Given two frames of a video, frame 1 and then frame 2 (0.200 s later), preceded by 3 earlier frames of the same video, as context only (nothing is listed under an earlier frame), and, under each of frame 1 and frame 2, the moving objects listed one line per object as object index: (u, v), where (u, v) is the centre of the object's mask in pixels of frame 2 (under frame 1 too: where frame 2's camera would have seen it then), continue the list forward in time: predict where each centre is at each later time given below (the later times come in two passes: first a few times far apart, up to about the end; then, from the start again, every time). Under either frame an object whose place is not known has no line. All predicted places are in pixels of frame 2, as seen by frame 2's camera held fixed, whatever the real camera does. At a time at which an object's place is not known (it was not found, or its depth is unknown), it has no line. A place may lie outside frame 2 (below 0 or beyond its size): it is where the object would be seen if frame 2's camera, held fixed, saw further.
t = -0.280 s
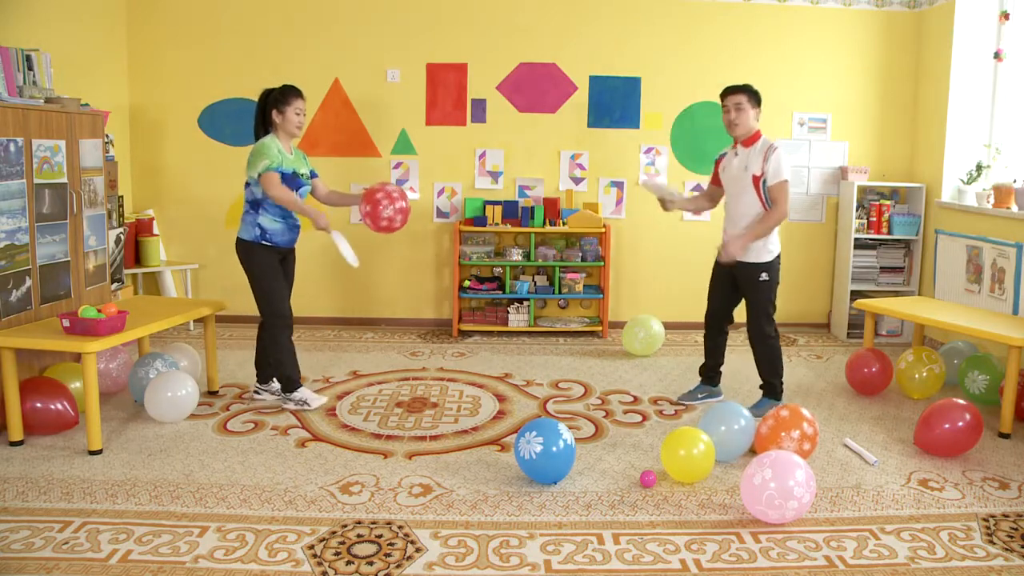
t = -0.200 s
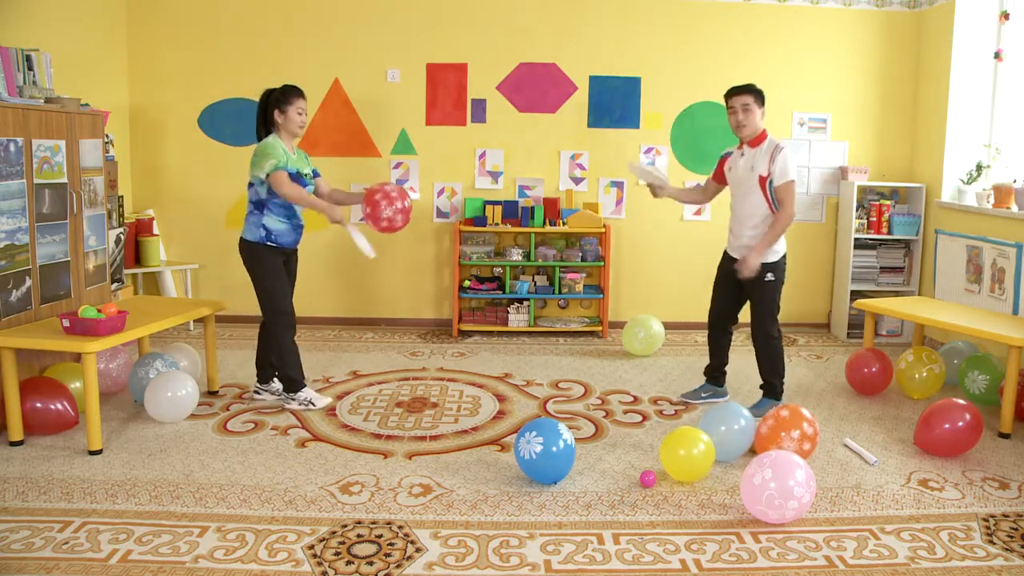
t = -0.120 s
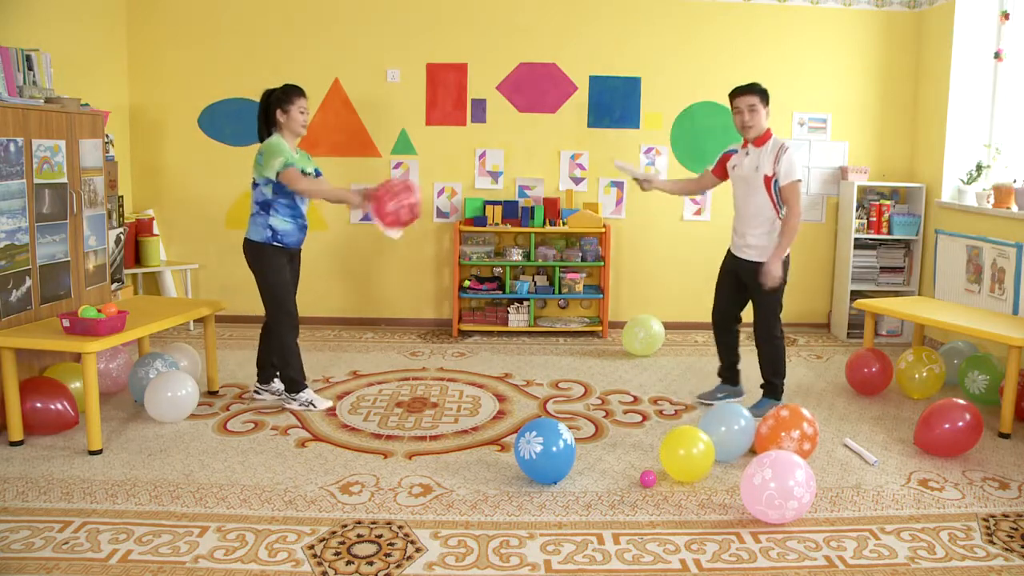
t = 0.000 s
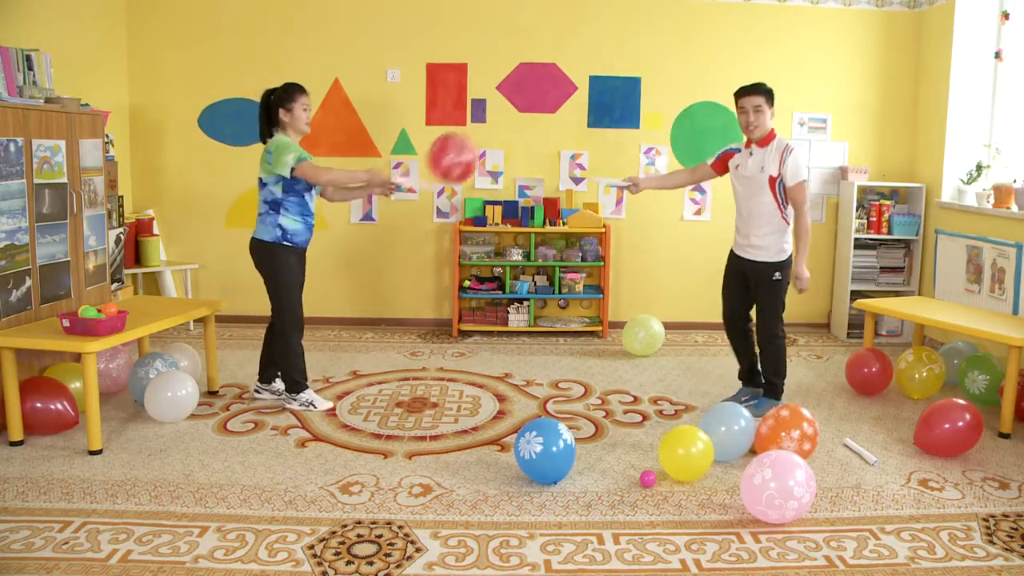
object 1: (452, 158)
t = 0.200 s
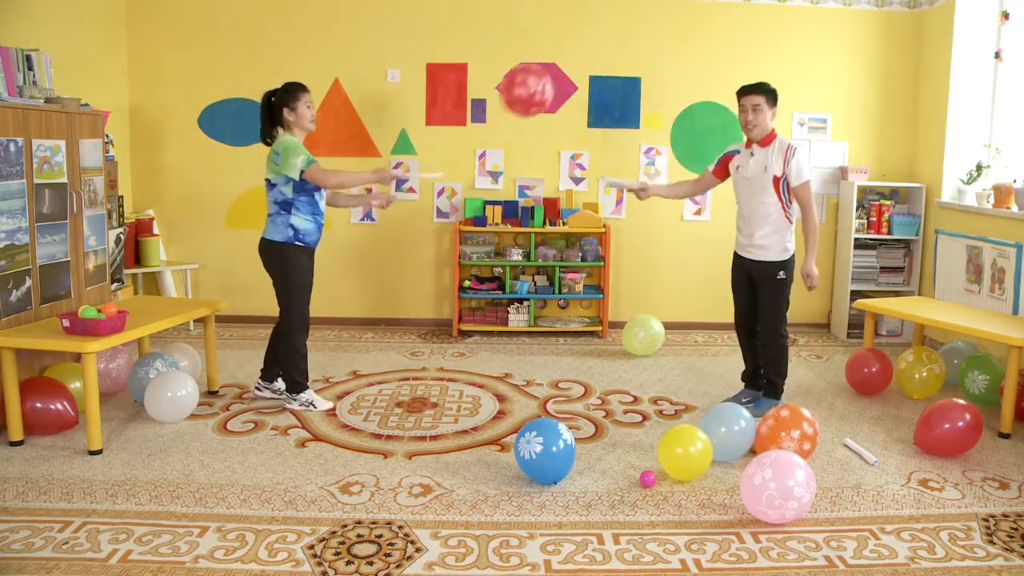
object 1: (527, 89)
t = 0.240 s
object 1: (536, 80)
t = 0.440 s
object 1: (565, 51)
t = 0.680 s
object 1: (588, 43)
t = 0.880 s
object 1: (613, 45)
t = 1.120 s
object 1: (645, 53)
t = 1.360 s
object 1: (668, 71)
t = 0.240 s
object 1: (536, 80)
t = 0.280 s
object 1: (543, 73)
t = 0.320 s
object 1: (550, 66)
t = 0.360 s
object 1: (555, 60)
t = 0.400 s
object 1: (560, 55)
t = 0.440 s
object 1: (565, 51)
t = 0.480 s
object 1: (569, 48)
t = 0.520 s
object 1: (572, 47)
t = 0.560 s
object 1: (576, 45)
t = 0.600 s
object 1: (580, 44)
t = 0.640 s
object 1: (584, 43)
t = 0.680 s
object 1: (588, 43)
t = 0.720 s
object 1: (592, 43)
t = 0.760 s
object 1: (597, 43)
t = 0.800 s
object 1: (602, 43)
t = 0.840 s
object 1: (607, 44)
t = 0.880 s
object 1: (613, 45)
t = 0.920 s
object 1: (618, 46)
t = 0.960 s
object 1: (623, 47)
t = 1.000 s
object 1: (629, 48)
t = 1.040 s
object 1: (635, 50)
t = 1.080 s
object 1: (640, 51)
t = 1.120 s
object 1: (645, 53)
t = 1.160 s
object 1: (649, 56)
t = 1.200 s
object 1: (654, 58)
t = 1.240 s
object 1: (658, 61)
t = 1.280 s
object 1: (662, 64)
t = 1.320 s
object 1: (665, 67)
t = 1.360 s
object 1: (668, 71)
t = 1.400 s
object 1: (671, 75)
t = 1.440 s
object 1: (674, 80)
